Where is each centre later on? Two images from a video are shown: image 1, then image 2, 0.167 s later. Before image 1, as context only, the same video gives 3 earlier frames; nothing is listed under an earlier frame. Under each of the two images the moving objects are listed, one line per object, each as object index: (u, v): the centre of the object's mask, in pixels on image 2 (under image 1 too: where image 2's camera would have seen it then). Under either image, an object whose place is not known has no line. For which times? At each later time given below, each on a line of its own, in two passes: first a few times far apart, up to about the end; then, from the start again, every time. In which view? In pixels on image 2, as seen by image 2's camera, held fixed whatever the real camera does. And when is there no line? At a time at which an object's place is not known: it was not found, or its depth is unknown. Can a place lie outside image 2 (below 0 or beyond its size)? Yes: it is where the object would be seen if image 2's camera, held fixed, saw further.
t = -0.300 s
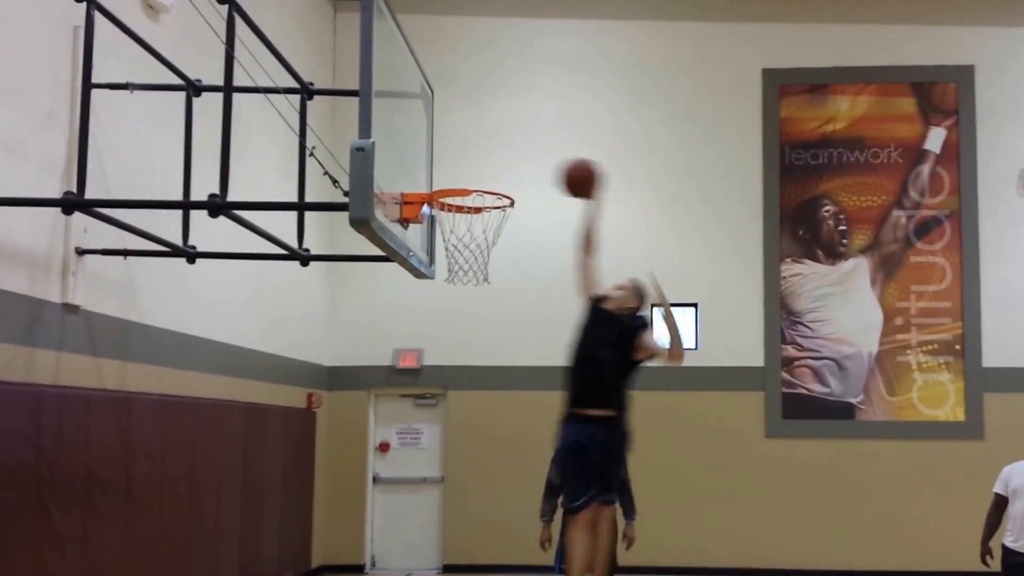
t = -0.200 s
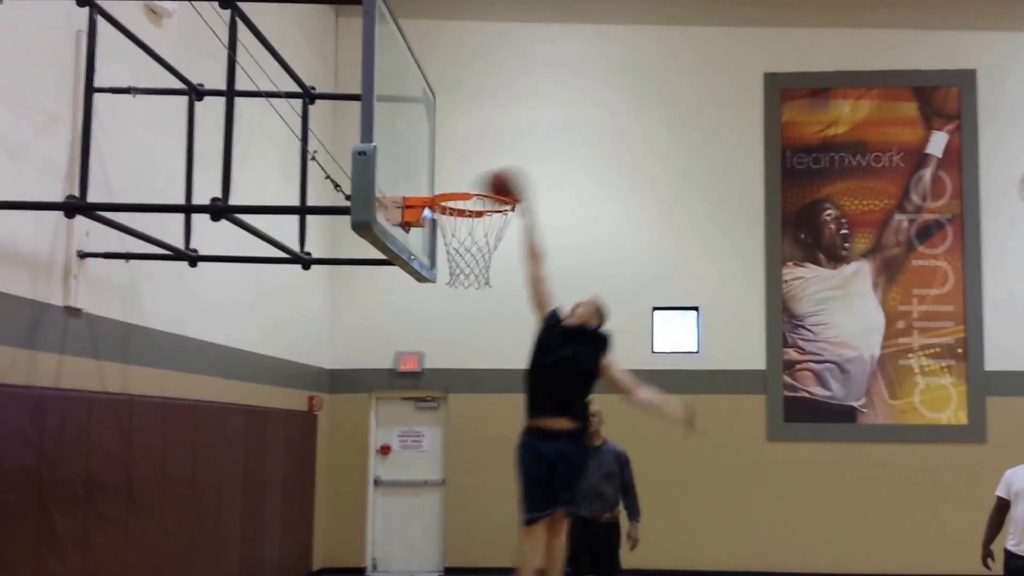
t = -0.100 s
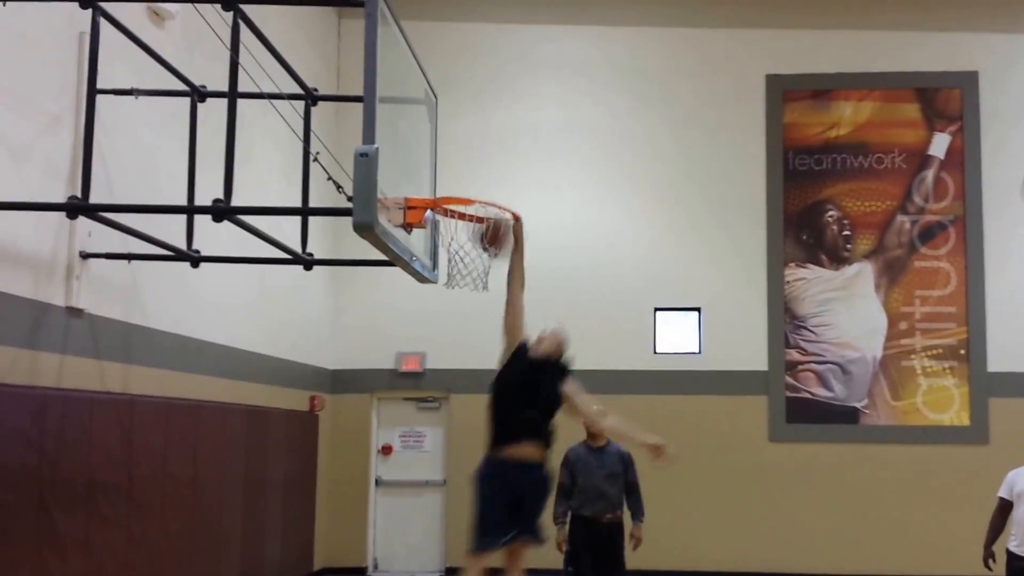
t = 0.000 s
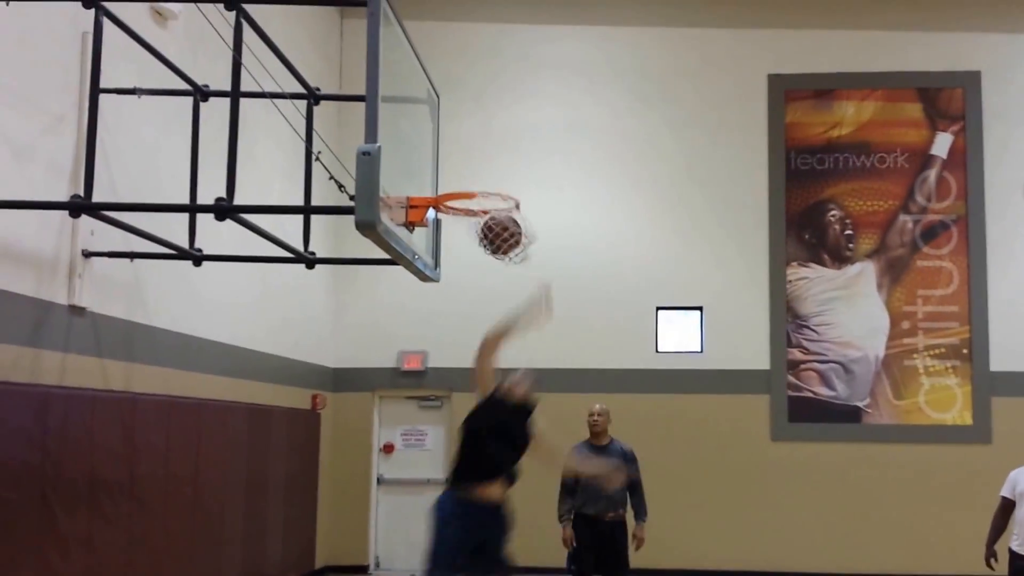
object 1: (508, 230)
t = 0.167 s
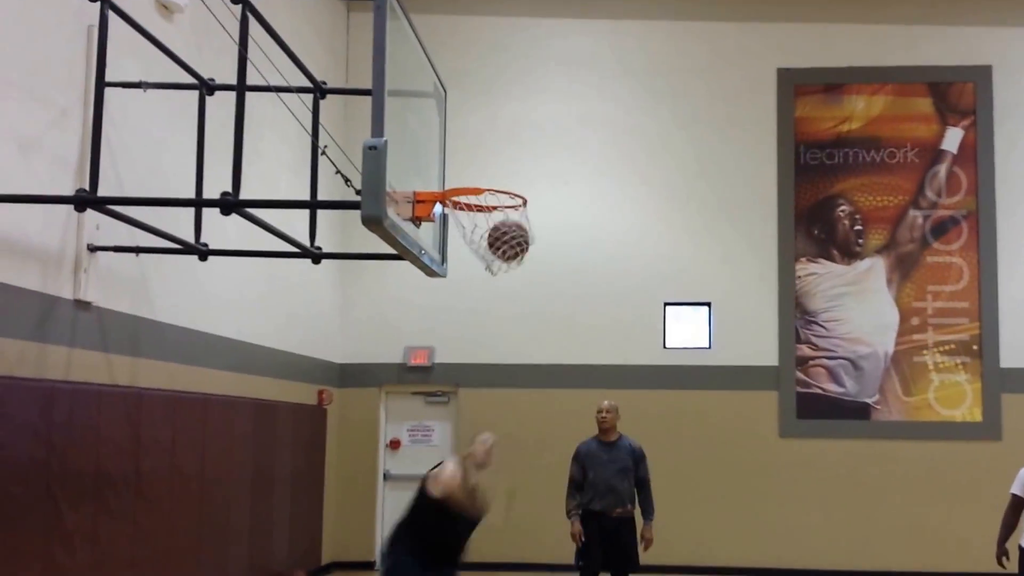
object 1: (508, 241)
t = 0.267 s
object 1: (501, 269)
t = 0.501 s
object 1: (481, 410)
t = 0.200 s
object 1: (506, 249)
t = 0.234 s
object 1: (503, 258)
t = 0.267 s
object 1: (501, 269)
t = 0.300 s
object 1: (498, 285)
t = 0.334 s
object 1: (495, 300)
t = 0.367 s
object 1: (493, 317)
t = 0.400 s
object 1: (490, 336)
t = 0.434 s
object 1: (487, 359)
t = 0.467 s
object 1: (484, 383)
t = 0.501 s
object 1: (481, 410)
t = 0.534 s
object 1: (478, 441)
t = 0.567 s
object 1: (475, 471)
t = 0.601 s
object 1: (473, 506)
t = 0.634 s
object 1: (472, 542)
